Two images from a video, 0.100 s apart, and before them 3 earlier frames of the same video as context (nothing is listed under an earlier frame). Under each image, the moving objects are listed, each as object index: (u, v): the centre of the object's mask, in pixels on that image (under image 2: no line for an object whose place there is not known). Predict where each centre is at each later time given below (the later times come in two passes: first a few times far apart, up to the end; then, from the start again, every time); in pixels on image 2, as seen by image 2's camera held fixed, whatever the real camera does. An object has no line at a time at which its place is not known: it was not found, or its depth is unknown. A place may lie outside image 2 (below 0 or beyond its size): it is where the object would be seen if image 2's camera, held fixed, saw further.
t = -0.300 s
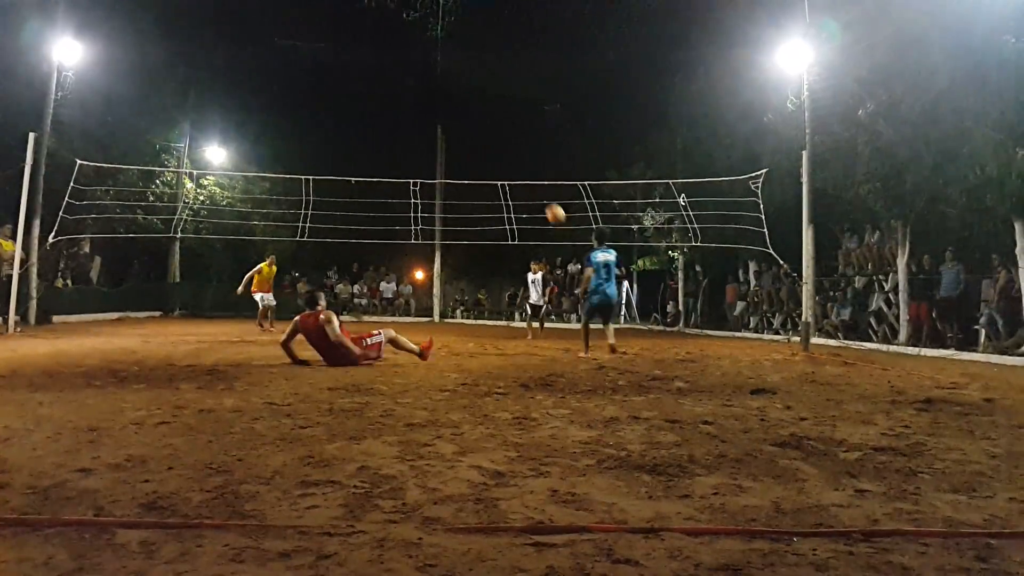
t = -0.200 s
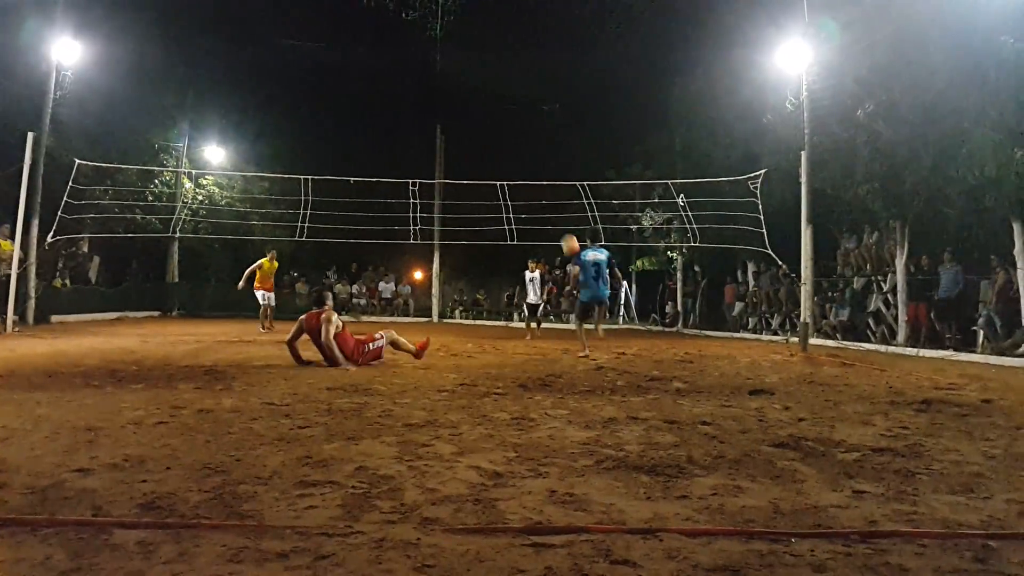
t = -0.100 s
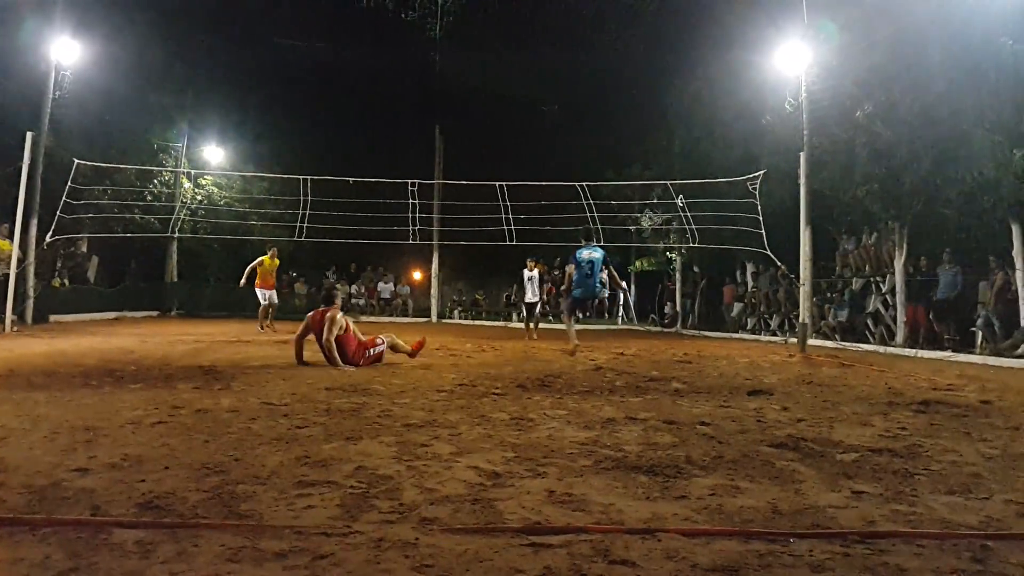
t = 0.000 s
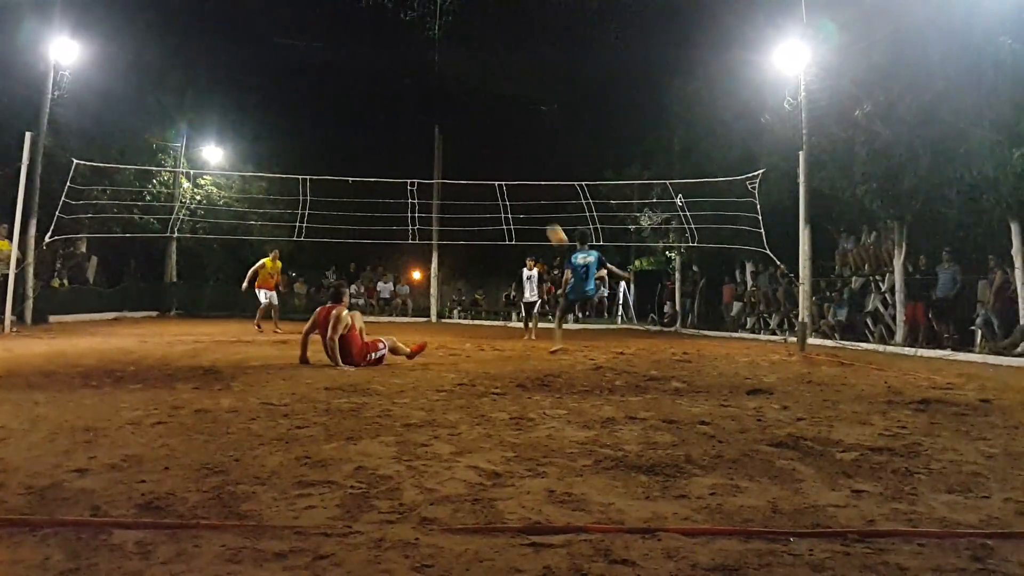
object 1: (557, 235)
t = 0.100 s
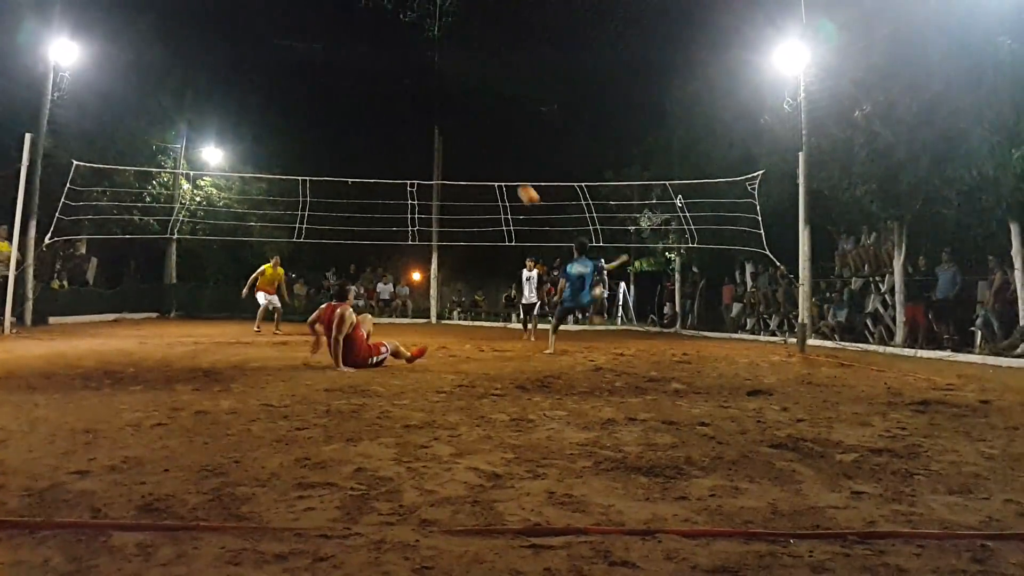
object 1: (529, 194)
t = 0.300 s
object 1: (472, 135)
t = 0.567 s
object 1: (398, 100)
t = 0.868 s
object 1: (315, 121)
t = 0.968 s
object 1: (288, 143)
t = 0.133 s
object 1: (519, 182)
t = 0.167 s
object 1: (510, 171)
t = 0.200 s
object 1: (500, 161)
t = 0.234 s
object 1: (491, 152)
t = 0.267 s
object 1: (481, 143)
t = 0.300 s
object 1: (472, 135)
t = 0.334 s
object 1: (463, 128)
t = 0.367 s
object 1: (453, 122)
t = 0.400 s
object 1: (444, 116)
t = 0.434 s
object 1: (435, 112)
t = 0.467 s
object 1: (425, 108)
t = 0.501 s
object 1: (416, 104)
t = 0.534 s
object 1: (407, 102)
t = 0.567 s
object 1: (398, 100)
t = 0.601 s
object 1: (388, 100)
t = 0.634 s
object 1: (379, 100)
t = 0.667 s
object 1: (370, 101)
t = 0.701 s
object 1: (360, 102)
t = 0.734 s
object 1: (352, 104)
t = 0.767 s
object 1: (343, 107)
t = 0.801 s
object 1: (333, 111)
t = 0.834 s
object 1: (324, 116)
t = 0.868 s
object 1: (315, 121)
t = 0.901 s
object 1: (306, 128)
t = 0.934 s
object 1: (297, 135)
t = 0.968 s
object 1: (288, 143)
